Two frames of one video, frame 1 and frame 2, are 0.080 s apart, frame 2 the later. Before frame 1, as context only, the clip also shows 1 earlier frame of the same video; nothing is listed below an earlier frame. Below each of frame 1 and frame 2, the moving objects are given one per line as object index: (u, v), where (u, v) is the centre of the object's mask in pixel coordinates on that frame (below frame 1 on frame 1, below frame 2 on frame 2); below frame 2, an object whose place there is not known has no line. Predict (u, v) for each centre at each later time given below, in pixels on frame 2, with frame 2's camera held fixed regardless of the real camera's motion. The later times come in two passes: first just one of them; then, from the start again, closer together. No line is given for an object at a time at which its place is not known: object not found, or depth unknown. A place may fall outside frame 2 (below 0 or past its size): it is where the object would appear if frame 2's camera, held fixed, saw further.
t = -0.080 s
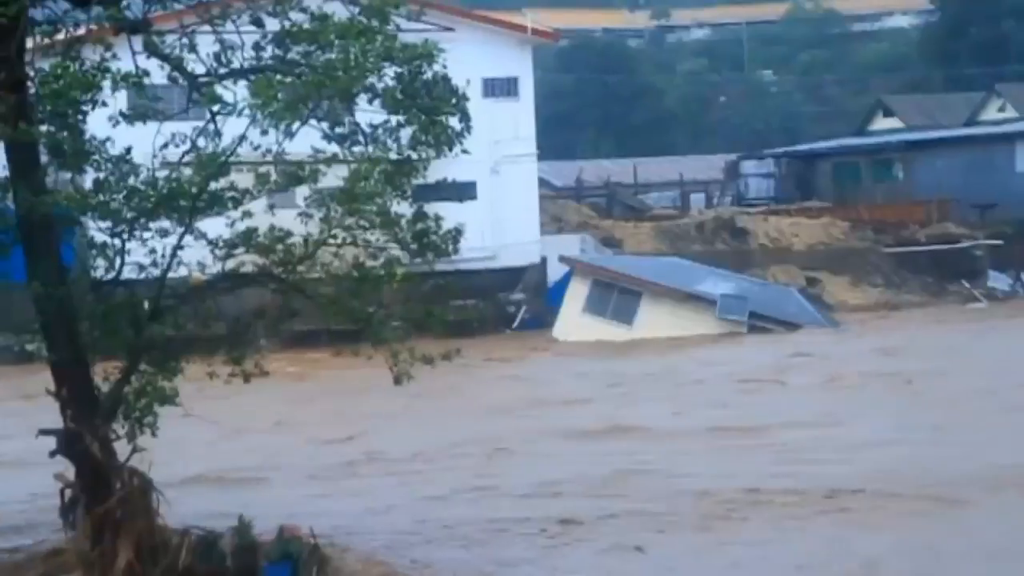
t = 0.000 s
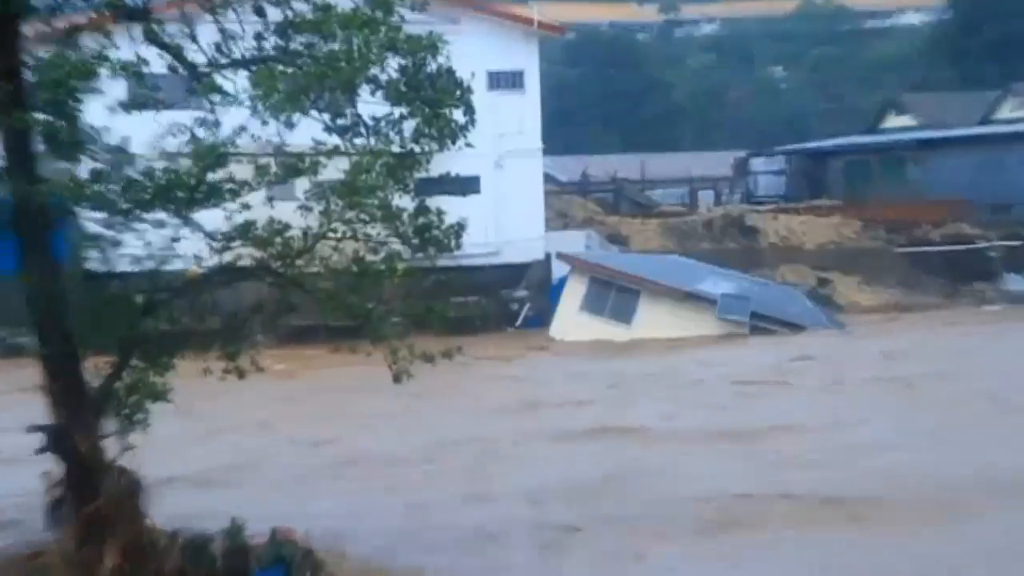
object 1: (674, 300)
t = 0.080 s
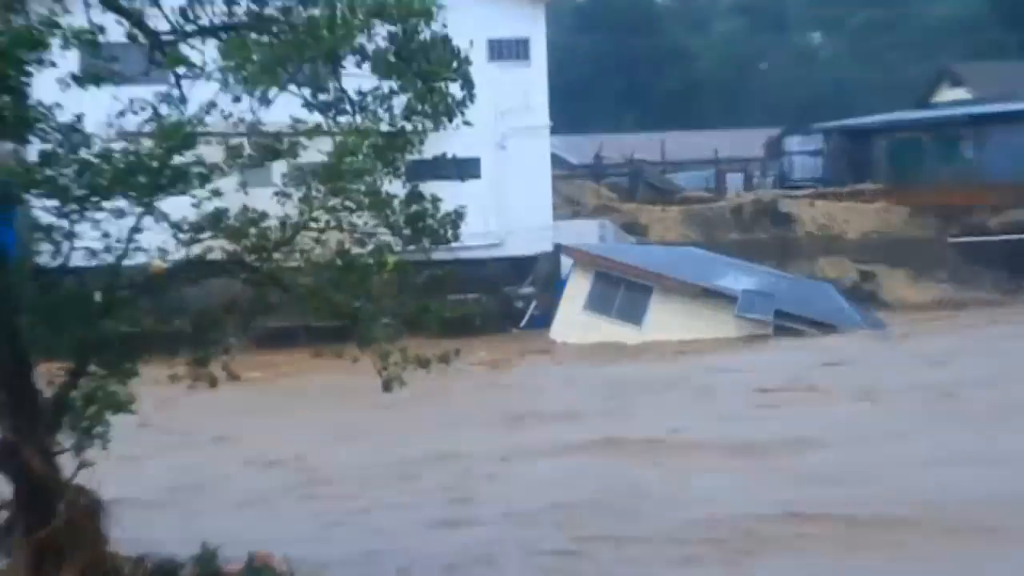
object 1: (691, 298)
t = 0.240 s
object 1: (676, 296)
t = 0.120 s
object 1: (688, 296)
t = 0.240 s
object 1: (676, 296)
